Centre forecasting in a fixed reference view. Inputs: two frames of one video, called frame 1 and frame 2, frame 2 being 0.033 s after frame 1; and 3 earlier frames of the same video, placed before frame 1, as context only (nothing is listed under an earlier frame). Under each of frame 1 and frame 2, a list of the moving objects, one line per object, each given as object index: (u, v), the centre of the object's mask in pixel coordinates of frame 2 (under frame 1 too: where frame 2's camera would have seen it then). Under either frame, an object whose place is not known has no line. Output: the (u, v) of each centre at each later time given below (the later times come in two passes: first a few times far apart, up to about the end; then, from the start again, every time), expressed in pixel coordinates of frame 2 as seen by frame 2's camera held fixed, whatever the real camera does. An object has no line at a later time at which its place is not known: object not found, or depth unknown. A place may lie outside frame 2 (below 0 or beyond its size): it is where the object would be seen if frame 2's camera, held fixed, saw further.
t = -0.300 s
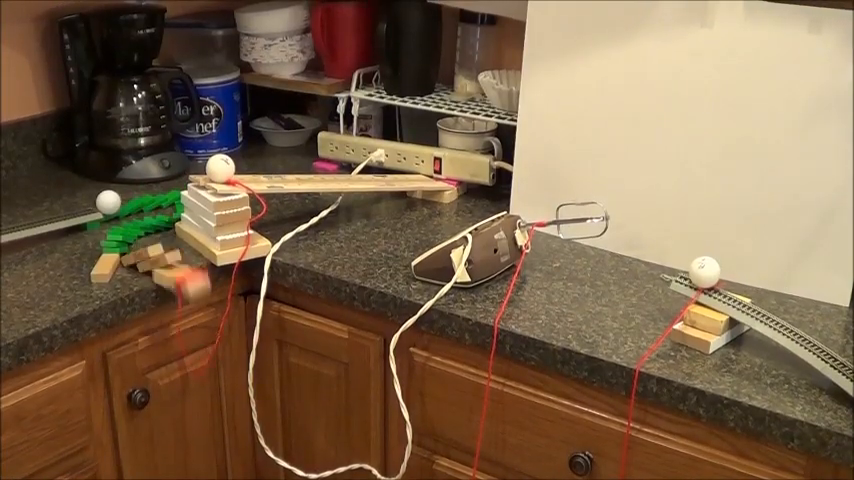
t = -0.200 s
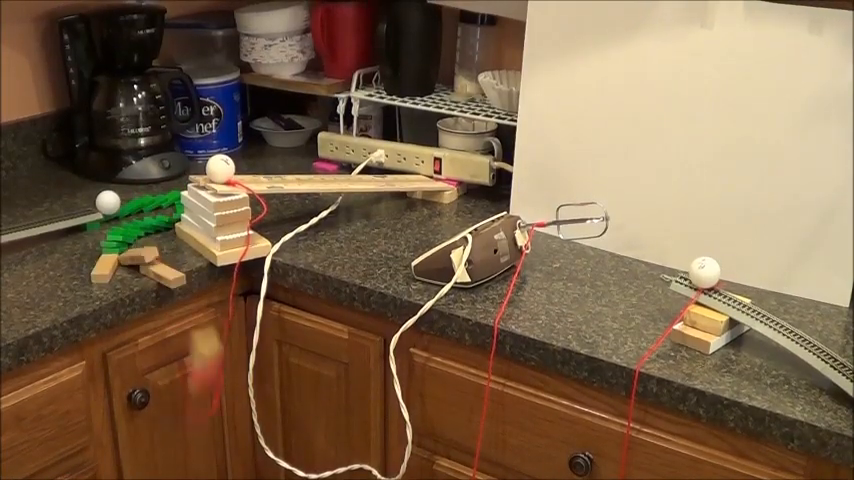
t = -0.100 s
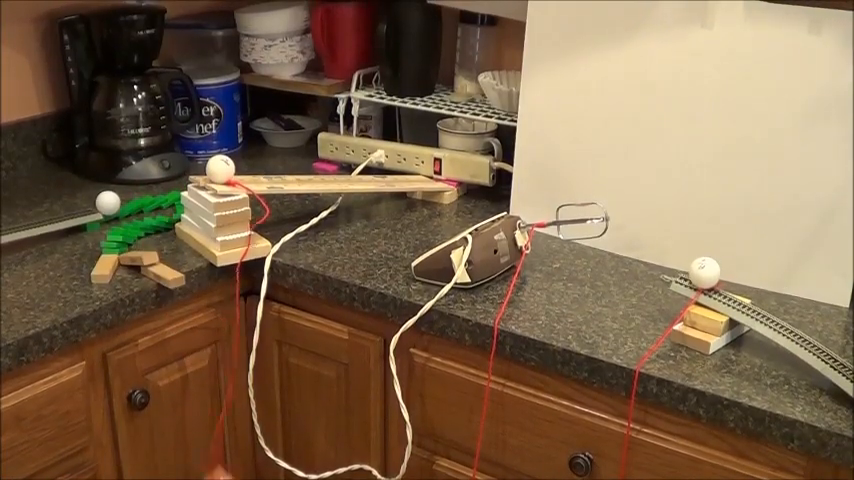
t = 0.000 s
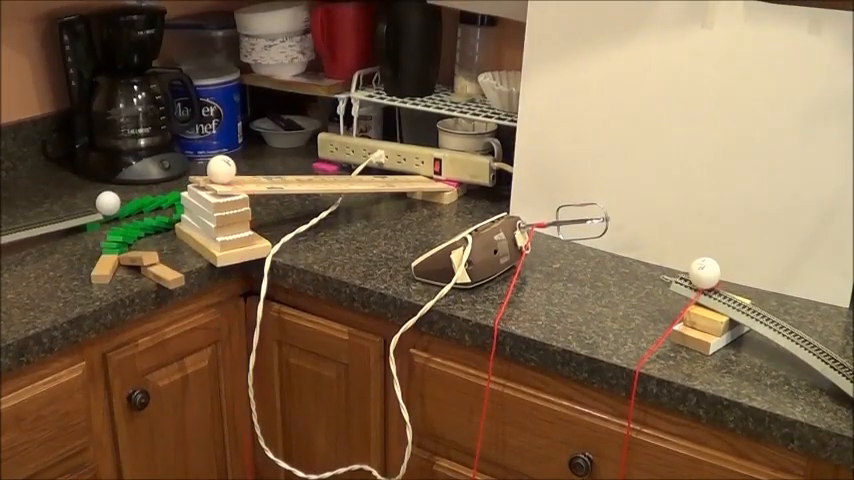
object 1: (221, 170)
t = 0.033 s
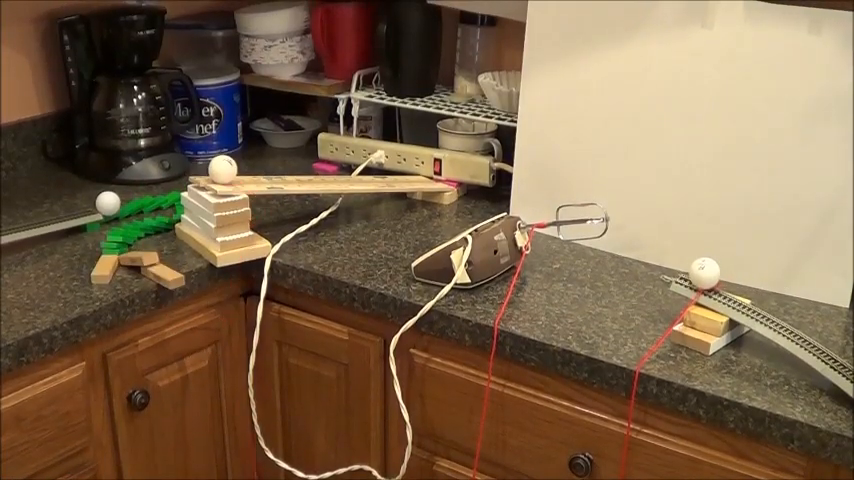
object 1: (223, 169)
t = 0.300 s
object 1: (259, 169)
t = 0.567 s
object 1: (334, 170)
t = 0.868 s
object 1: (424, 170)
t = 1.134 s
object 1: (425, 170)
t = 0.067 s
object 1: (224, 169)
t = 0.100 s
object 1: (227, 169)
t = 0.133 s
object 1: (231, 169)
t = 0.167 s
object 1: (235, 169)
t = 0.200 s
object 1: (240, 169)
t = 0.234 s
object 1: (246, 169)
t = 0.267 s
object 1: (252, 169)
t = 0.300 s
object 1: (259, 169)
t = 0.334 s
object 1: (267, 169)
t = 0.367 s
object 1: (275, 169)
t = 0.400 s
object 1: (284, 169)
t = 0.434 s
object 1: (293, 169)
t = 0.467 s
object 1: (302, 169)
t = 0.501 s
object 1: (313, 170)
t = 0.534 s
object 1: (323, 170)
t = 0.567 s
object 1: (334, 170)
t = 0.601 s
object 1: (346, 170)
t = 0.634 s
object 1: (358, 170)
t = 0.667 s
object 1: (370, 170)
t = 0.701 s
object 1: (382, 170)
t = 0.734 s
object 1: (395, 170)
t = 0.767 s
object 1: (408, 170)
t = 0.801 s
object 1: (421, 170)
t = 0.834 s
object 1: (426, 170)
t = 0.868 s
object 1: (424, 170)
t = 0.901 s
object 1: (424, 170)
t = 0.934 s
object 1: (424, 170)
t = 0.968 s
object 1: (425, 170)
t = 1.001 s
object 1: (425, 170)
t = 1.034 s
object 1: (425, 170)
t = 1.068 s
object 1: (426, 170)
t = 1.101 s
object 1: (426, 170)
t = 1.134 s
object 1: (425, 170)
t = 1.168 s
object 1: (425, 170)
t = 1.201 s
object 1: (426, 170)
